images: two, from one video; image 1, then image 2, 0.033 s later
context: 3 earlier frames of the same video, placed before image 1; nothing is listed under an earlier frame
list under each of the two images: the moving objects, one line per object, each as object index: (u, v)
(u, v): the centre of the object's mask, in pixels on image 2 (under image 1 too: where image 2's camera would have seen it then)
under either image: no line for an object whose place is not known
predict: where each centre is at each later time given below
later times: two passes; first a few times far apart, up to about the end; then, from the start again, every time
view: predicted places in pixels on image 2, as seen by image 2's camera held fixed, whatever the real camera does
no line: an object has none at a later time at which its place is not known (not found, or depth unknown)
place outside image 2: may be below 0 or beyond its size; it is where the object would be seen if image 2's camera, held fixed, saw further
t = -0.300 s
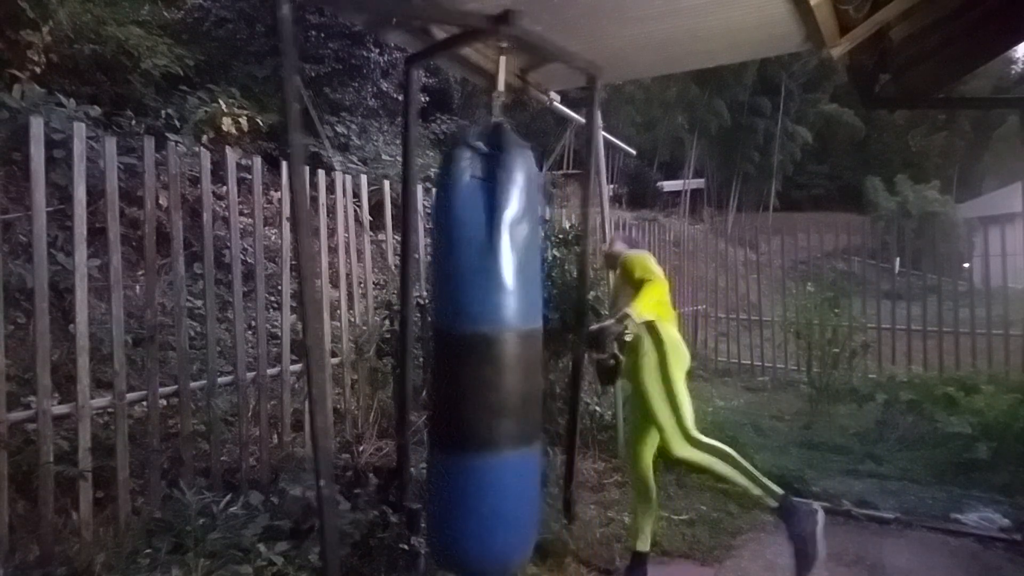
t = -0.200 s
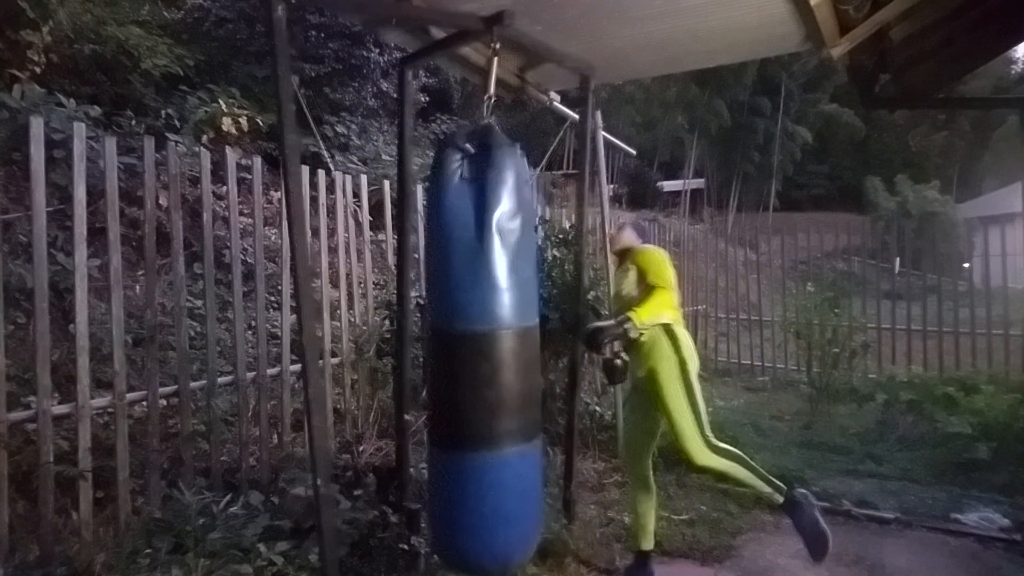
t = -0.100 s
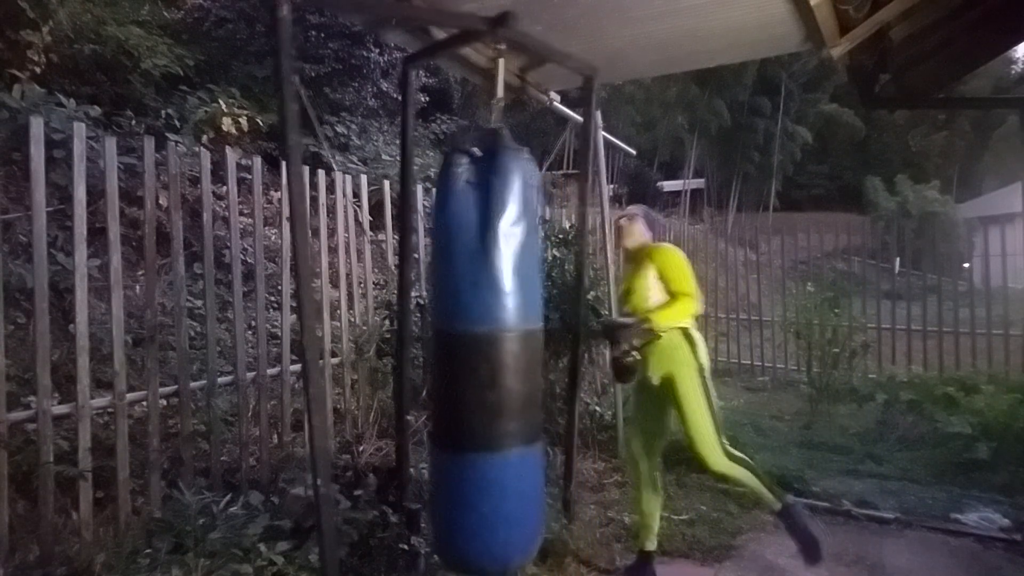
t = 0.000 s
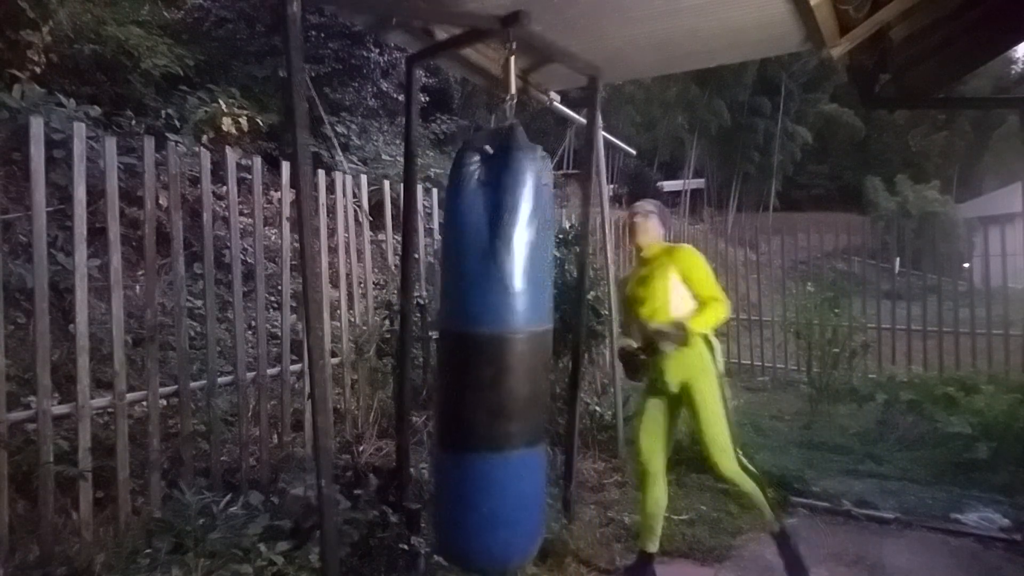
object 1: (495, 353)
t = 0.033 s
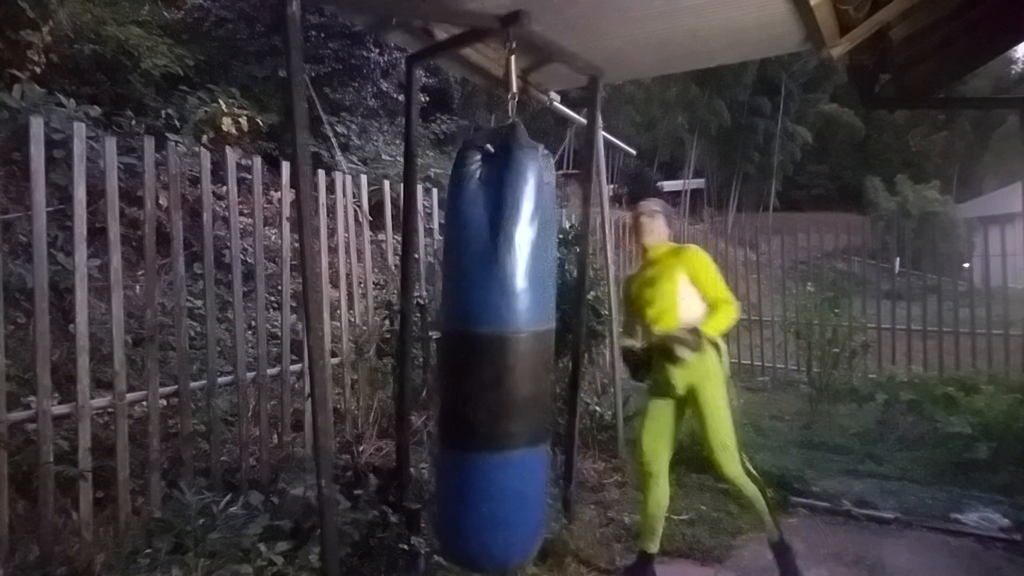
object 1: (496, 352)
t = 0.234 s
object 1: (507, 356)
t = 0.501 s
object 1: (530, 353)
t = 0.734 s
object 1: (543, 355)
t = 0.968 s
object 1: (548, 358)
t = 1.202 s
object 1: (543, 358)
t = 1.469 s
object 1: (526, 359)
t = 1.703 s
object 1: (507, 360)
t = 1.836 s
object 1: (500, 359)
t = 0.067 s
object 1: (498, 352)
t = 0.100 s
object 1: (500, 351)
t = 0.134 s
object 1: (501, 352)
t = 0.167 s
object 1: (503, 352)
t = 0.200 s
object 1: (504, 355)
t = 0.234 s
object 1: (507, 356)
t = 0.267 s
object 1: (509, 356)
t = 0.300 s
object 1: (511, 354)
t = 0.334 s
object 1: (515, 353)
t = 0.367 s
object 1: (519, 351)
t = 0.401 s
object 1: (522, 350)
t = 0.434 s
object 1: (525, 350)
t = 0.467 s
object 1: (527, 351)
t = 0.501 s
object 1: (530, 353)
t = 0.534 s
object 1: (531, 353)
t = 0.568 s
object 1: (533, 356)
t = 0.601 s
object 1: (535, 356)
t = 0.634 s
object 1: (537, 357)
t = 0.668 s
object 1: (539, 356)
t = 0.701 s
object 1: (541, 356)
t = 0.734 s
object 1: (543, 355)
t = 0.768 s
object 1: (544, 354)
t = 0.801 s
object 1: (546, 354)
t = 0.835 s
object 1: (547, 355)
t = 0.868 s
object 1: (547, 356)
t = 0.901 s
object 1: (548, 357)
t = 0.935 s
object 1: (548, 358)
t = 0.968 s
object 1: (548, 358)
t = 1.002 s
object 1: (548, 358)
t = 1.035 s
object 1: (548, 357)
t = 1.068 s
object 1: (548, 357)
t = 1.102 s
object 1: (548, 357)
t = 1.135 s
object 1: (546, 357)
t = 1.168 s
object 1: (545, 358)
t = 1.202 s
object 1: (543, 358)
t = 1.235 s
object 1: (542, 360)
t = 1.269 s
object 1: (540, 360)
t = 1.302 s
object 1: (538, 360)
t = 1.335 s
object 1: (536, 360)
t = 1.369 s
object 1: (533, 360)
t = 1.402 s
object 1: (532, 359)
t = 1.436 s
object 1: (529, 359)
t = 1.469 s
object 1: (526, 359)
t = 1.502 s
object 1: (523, 359)
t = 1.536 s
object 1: (521, 360)
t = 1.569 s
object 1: (517, 361)
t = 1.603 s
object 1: (514, 361)
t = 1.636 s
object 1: (511, 361)
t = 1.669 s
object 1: (509, 361)
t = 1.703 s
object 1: (507, 360)
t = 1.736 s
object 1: (505, 359)
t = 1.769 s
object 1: (503, 359)
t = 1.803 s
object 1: (501, 359)
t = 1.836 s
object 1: (500, 359)
